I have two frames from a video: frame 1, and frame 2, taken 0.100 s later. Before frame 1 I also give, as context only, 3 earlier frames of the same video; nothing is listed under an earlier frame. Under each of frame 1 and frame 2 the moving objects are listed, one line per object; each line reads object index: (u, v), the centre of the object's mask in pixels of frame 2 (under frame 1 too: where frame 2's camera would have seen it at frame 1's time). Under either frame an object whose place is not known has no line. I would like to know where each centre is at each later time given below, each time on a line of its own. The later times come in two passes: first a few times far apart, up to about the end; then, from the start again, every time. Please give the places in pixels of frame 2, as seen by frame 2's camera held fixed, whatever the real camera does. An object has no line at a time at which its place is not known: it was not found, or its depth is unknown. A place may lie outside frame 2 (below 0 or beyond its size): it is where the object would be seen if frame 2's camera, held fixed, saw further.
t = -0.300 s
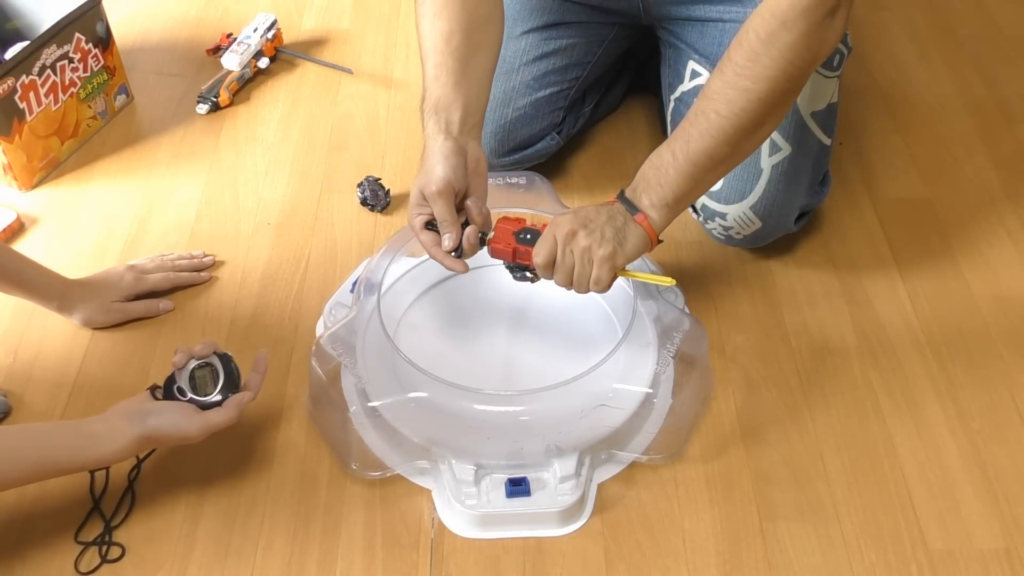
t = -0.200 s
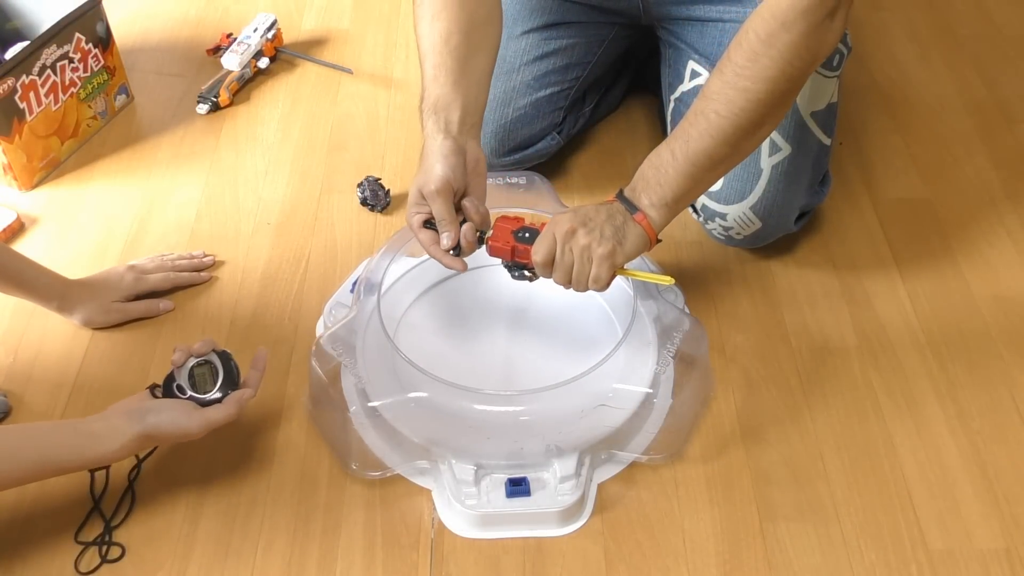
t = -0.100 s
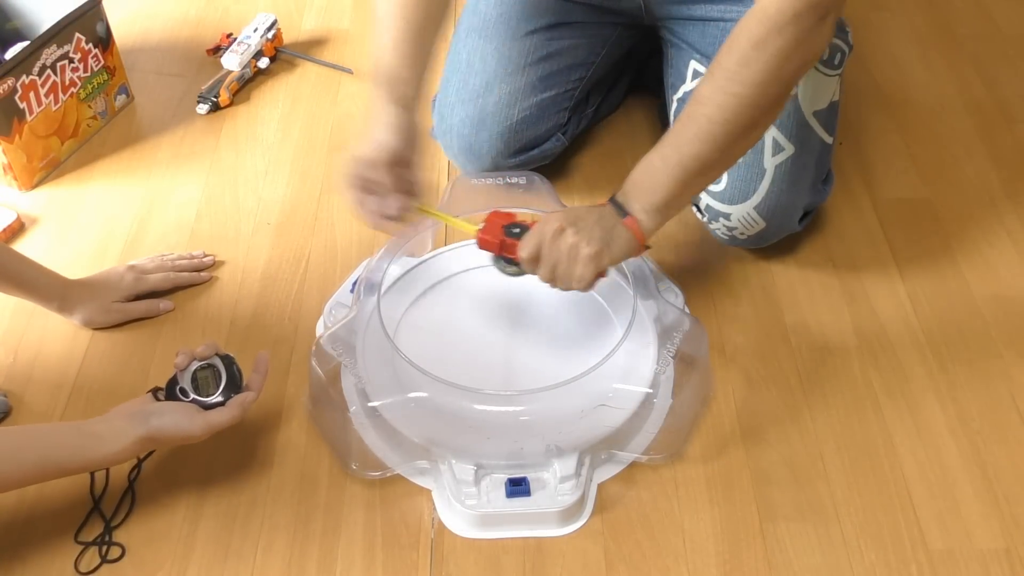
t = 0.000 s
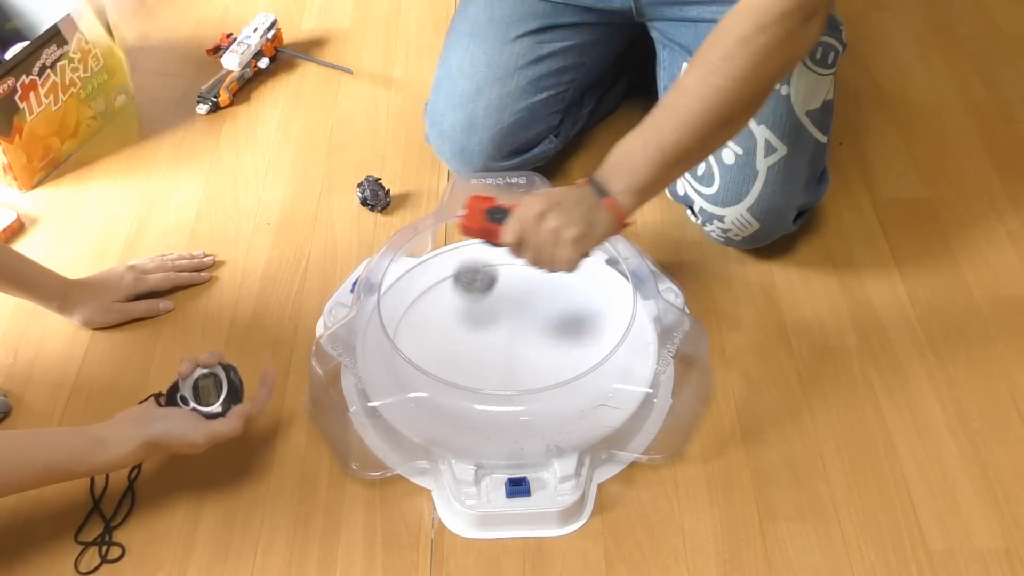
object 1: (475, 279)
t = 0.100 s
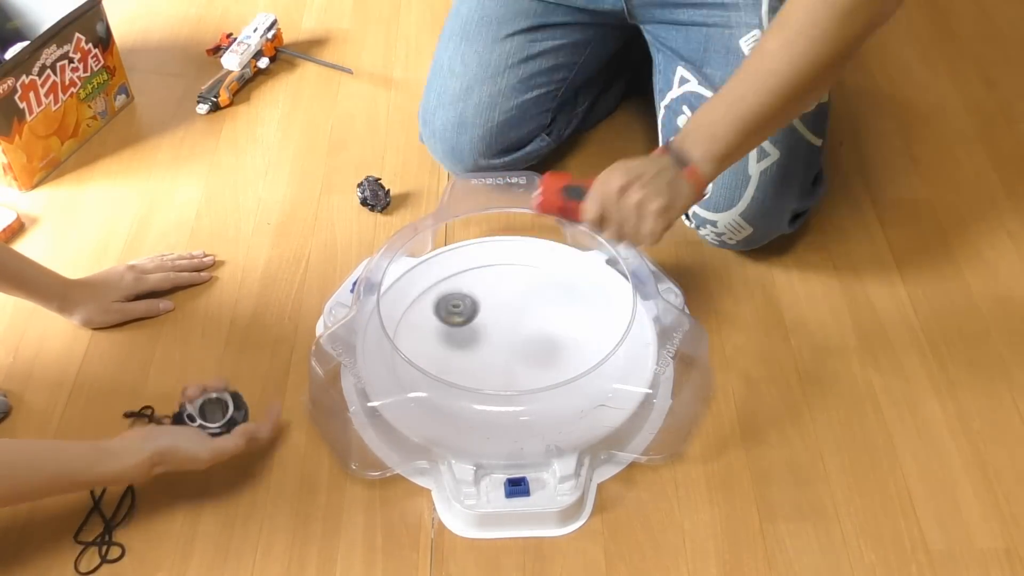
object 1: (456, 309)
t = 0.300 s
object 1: (458, 374)
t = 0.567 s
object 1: (587, 368)
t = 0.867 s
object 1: (520, 255)
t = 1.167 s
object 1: (415, 385)
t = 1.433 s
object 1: (606, 379)
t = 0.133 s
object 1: (453, 313)
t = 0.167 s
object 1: (449, 325)
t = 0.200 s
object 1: (446, 343)
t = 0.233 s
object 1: (446, 360)
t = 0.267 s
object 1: (451, 361)
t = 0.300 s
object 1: (458, 374)
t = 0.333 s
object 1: (465, 384)
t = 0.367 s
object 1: (478, 388)
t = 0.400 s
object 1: (493, 394)
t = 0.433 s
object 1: (513, 397)
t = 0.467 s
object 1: (532, 395)
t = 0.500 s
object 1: (554, 389)
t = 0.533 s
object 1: (572, 380)
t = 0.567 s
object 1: (587, 368)
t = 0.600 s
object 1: (598, 353)
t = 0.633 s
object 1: (603, 336)
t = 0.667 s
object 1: (607, 322)
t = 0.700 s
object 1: (604, 305)
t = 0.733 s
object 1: (598, 289)
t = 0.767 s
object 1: (585, 275)
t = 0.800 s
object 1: (565, 267)
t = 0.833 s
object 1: (544, 261)
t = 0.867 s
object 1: (520, 255)
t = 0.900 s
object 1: (493, 256)
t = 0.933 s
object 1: (468, 260)
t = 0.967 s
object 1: (443, 274)
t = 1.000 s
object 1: (422, 287)
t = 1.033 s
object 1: (408, 305)
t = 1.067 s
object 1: (400, 324)
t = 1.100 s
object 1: (397, 345)
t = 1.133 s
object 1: (403, 367)
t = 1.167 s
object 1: (415, 385)
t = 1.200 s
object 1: (433, 401)
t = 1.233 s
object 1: (456, 413)
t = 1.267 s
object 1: (484, 420)
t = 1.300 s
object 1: (513, 422)
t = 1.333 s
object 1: (542, 420)
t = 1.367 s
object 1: (568, 410)
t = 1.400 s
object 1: (590, 397)
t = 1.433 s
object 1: (606, 379)
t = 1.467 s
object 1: (617, 361)
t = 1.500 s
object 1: (621, 340)
